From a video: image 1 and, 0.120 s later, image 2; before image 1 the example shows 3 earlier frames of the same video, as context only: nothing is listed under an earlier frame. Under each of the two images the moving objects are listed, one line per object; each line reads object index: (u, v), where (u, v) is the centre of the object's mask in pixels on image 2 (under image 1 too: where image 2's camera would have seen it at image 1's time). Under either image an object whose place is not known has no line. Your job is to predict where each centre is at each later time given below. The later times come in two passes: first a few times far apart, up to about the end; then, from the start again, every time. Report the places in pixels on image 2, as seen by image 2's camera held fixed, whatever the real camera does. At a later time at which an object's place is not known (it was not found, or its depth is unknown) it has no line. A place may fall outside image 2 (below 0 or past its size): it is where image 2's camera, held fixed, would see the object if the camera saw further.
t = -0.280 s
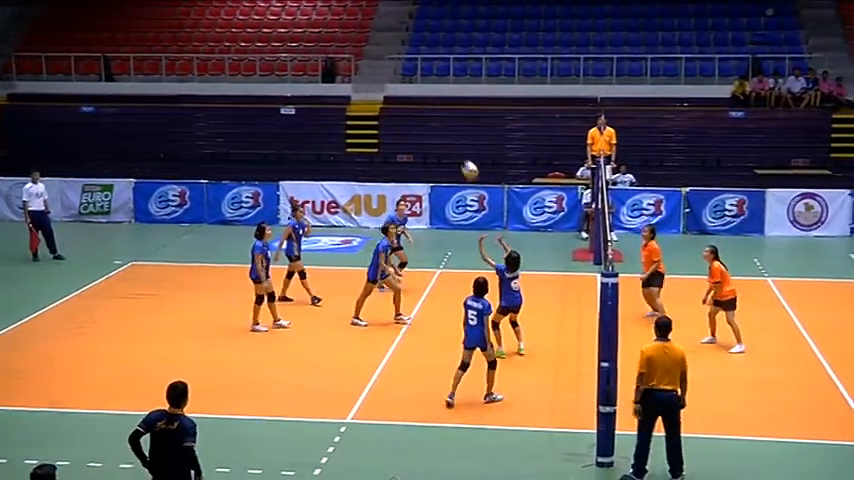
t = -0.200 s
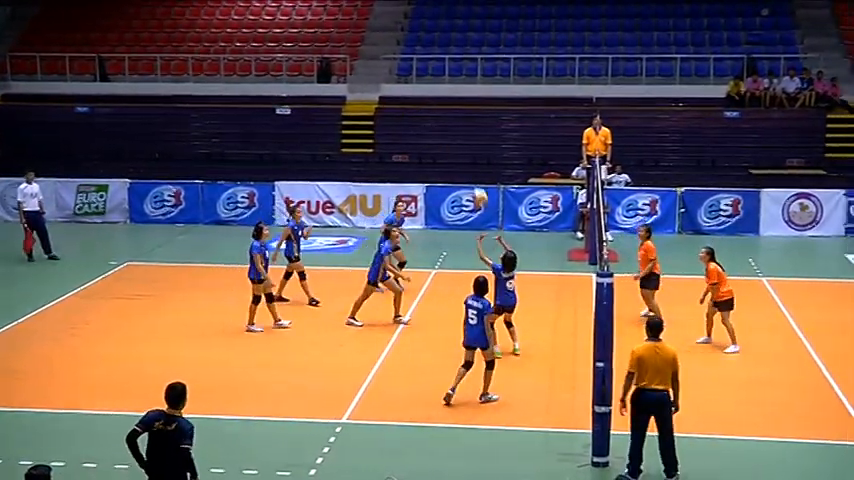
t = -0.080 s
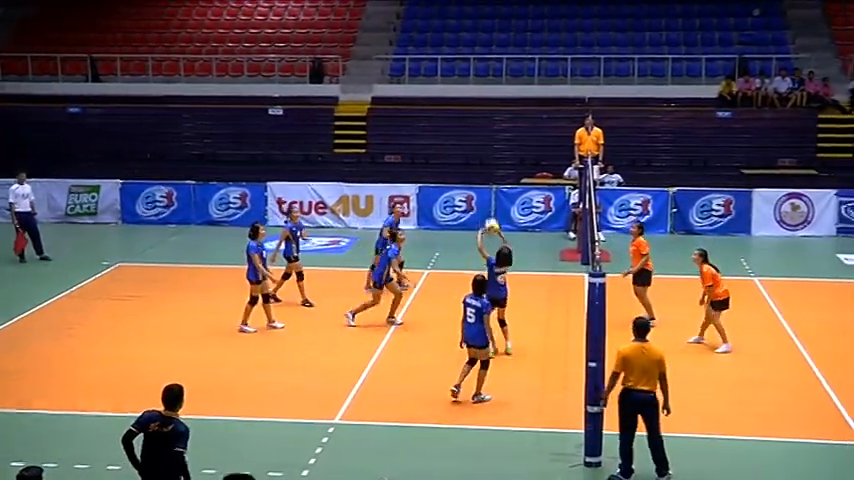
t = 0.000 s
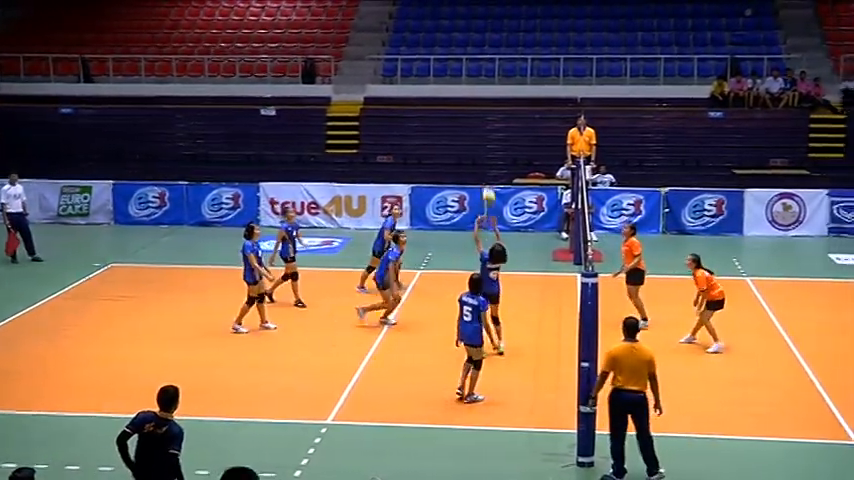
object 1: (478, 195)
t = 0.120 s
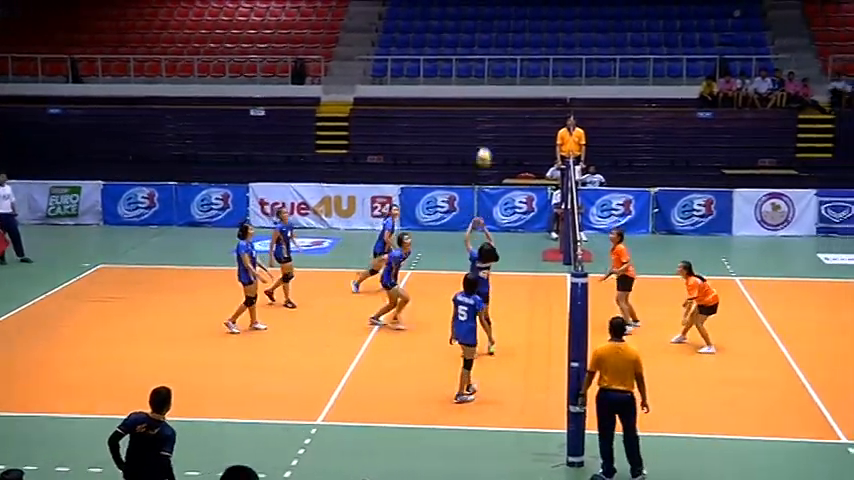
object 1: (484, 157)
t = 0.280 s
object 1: (491, 120)
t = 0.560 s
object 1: (500, 98)
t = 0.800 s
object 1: (508, 122)
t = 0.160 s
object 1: (485, 147)
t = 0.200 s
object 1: (487, 137)
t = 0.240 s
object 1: (489, 127)
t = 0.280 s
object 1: (491, 120)
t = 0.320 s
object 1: (492, 113)
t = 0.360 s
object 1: (494, 108)
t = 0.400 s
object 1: (495, 104)
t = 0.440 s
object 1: (497, 101)
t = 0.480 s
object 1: (498, 99)
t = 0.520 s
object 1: (499, 98)
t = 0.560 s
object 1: (500, 98)
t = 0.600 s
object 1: (501, 99)
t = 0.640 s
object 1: (503, 102)
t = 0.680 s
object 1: (504, 106)
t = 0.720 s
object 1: (506, 110)
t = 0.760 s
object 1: (507, 115)
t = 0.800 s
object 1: (508, 122)
